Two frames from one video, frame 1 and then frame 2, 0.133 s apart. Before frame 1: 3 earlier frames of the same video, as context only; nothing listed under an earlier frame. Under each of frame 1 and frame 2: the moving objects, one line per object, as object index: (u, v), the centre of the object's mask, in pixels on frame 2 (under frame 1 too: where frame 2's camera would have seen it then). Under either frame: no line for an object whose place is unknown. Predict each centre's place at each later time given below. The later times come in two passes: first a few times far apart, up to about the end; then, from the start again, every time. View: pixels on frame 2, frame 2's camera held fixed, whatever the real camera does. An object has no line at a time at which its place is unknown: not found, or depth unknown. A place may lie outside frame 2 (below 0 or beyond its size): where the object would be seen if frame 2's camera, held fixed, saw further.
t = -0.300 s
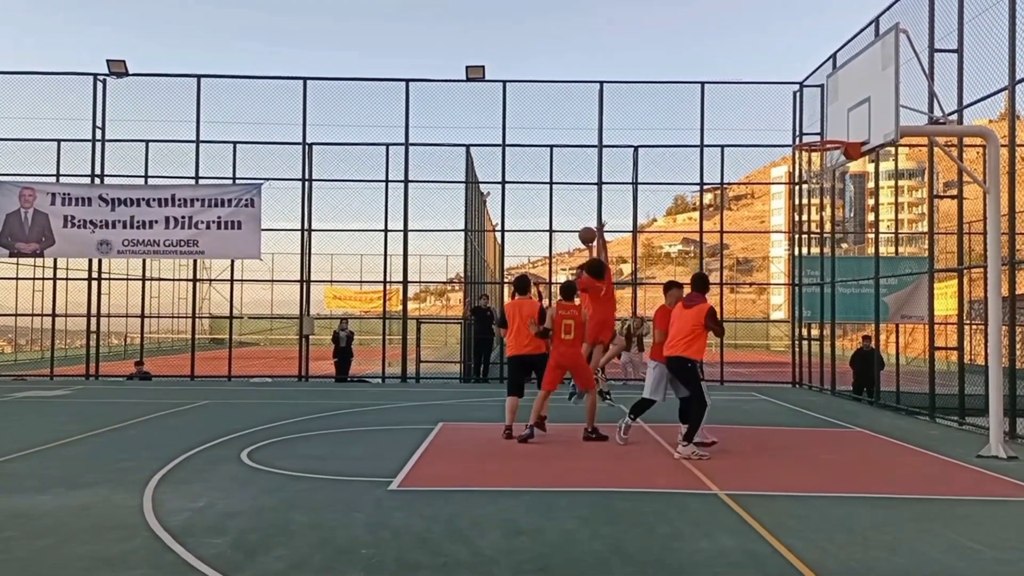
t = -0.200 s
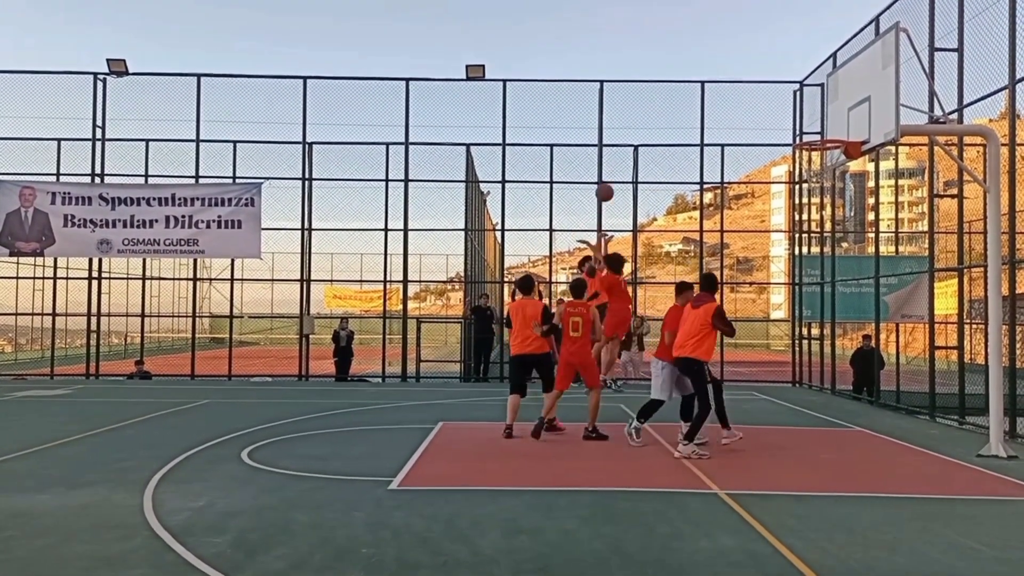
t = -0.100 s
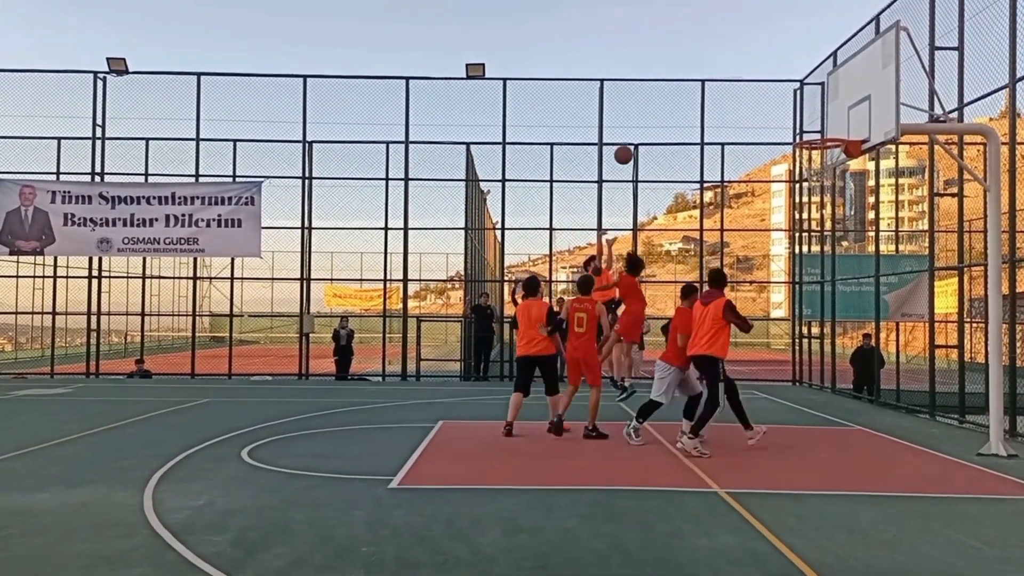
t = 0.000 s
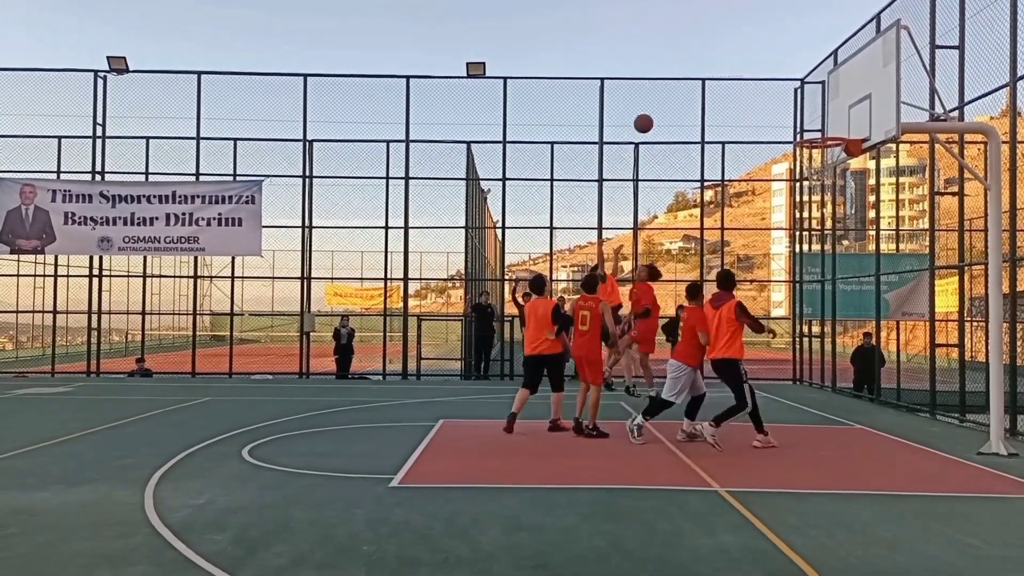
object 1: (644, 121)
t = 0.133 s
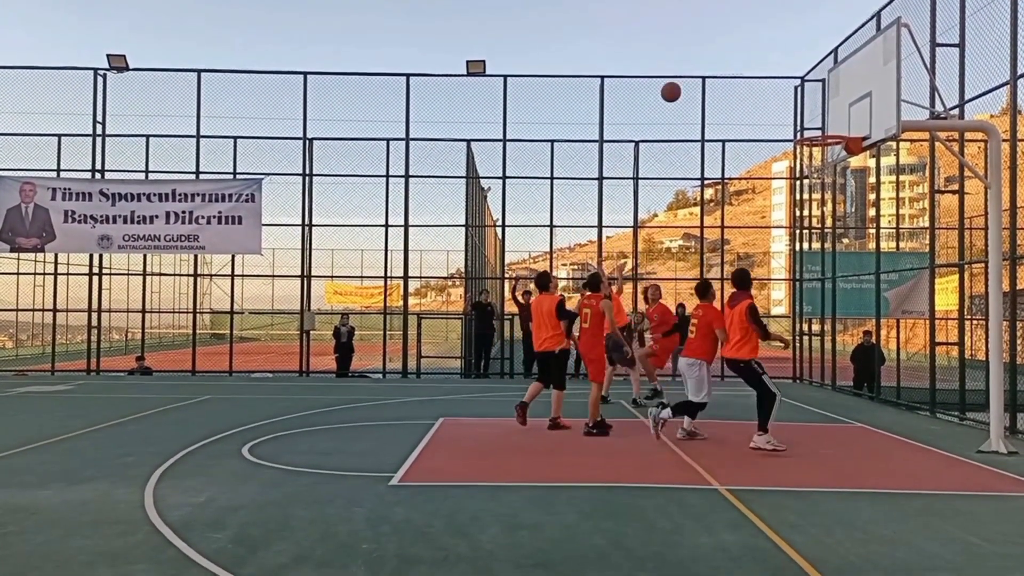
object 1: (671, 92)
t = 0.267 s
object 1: (700, 76)
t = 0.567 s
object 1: (774, 97)
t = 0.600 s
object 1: (783, 104)
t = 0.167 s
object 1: (678, 86)
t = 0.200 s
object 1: (685, 82)
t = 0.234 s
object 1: (693, 79)
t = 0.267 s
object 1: (700, 76)
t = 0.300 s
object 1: (708, 74)
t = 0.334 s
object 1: (716, 74)
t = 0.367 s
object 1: (724, 74)
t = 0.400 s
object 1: (732, 75)
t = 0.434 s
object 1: (740, 77)
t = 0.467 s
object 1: (748, 80)
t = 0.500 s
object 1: (757, 84)
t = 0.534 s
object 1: (765, 90)
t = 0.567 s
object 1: (774, 97)
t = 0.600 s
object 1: (783, 104)
